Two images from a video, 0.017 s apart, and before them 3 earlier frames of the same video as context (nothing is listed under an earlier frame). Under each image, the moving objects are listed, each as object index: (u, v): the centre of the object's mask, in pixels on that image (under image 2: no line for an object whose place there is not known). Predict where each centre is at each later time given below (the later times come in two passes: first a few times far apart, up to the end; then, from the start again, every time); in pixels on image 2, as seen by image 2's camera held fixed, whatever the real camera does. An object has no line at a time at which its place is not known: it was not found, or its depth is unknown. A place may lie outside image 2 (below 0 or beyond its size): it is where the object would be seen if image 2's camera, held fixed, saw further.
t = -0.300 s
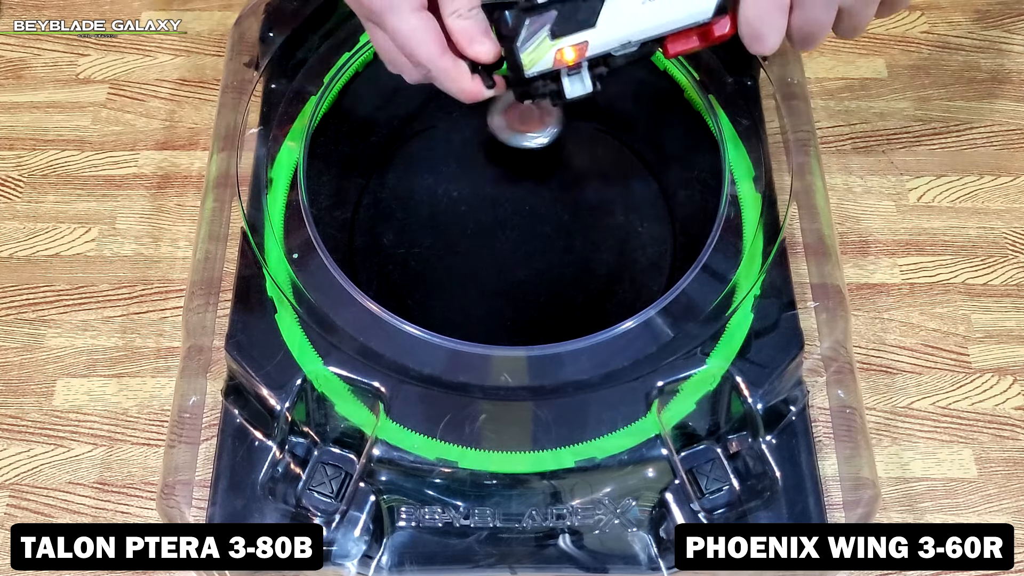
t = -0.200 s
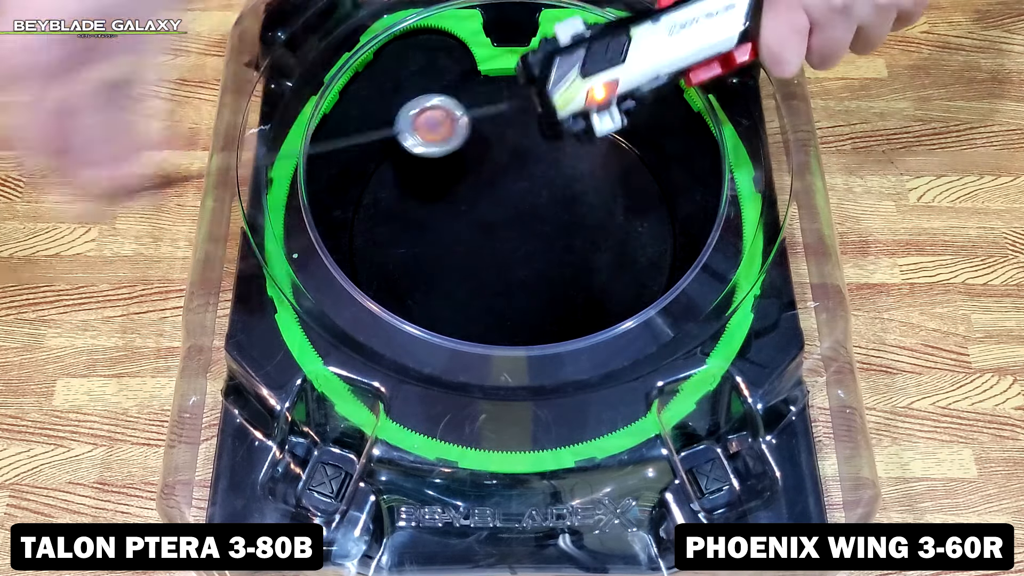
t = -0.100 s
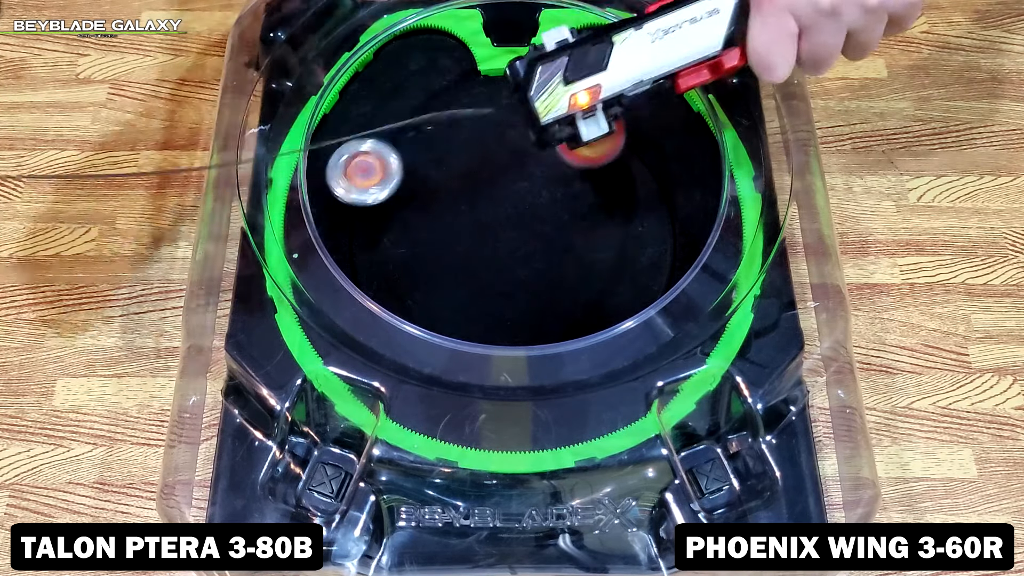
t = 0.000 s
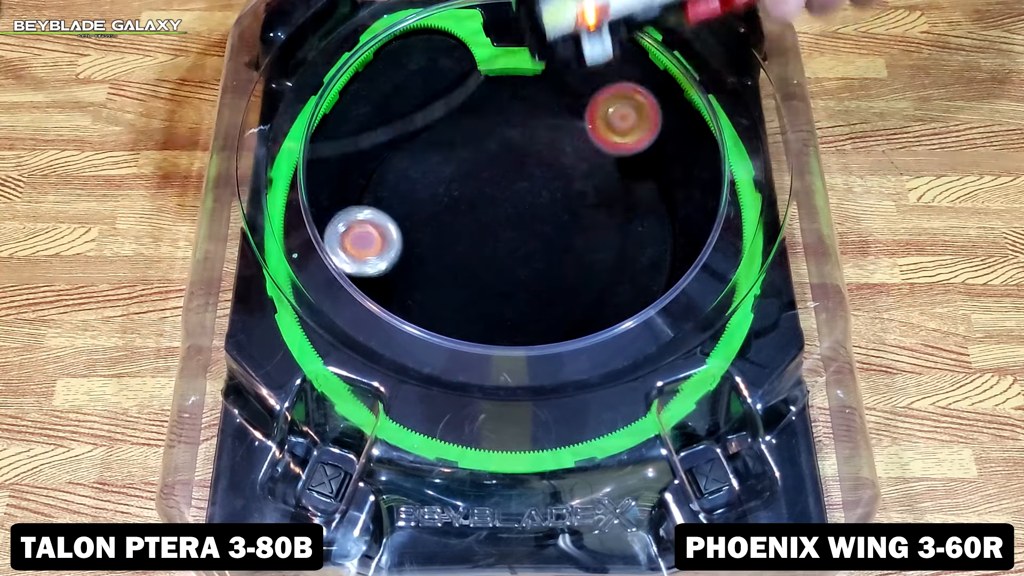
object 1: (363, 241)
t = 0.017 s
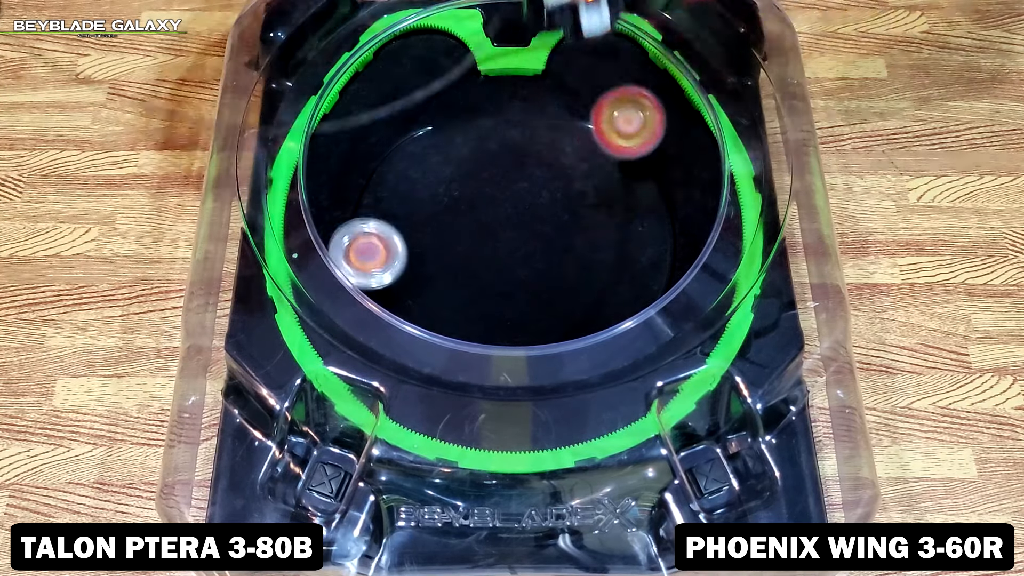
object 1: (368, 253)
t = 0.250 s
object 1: (542, 338)
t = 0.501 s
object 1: (662, 180)
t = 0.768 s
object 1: (495, 88)
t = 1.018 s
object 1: (369, 205)
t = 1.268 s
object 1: (551, 332)
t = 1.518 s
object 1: (545, 391)
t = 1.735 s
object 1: (527, 384)
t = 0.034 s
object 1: (374, 265)
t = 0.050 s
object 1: (381, 277)
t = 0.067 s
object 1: (389, 288)
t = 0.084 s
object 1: (399, 298)
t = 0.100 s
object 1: (410, 308)
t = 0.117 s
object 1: (422, 316)
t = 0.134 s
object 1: (434, 324)
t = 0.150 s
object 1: (448, 331)
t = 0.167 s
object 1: (463, 335)
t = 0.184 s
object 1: (479, 338)
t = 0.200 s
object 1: (494, 341)
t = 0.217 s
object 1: (510, 341)
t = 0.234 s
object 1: (526, 340)
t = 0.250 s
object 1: (542, 338)
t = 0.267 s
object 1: (558, 334)
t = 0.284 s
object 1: (573, 328)
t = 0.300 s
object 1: (588, 321)
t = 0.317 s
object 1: (601, 313)
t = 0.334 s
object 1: (613, 304)
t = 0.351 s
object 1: (625, 294)
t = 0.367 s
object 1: (635, 283)
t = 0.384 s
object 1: (644, 270)
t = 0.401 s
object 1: (651, 258)
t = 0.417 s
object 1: (658, 245)
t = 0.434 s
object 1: (662, 232)
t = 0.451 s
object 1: (664, 218)
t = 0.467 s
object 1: (665, 205)
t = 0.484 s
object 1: (664, 192)
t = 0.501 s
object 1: (662, 180)
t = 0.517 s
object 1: (659, 168)
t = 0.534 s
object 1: (655, 157)
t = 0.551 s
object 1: (650, 146)
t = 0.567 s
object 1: (642, 137)
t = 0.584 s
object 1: (633, 129)
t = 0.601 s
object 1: (623, 121)
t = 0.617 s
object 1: (613, 114)
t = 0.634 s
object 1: (601, 108)
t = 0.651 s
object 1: (589, 103)
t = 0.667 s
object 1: (576, 98)
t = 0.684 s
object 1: (563, 95)
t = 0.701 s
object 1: (550, 92)
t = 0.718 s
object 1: (536, 90)
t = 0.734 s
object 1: (522, 89)
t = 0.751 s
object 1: (509, 88)
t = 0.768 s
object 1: (495, 88)
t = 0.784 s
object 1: (483, 89)
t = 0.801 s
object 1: (470, 91)
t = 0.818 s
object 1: (458, 93)
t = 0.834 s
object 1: (446, 97)
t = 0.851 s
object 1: (435, 102)
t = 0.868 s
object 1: (424, 109)
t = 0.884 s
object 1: (413, 117)
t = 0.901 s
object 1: (403, 125)
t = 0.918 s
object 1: (394, 135)
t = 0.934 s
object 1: (387, 145)
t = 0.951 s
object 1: (381, 156)
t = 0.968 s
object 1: (376, 168)
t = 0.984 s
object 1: (372, 180)
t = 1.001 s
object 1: (370, 193)
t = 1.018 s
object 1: (369, 205)
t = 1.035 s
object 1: (371, 219)
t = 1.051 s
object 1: (374, 231)
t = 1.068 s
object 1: (379, 245)
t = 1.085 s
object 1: (386, 258)
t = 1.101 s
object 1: (394, 270)
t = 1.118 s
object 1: (405, 282)
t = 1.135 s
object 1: (418, 293)
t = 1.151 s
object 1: (432, 301)
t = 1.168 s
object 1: (447, 309)
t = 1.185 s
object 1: (463, 314)
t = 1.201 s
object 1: (480, 325)
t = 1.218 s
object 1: (497, 329)
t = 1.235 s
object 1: (515, 332)
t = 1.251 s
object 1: (533, 333)
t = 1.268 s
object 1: (551, 332)
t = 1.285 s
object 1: (569, 329)
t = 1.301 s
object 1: (586, 325)
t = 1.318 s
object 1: (602, 320)
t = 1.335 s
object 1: (609, 318)
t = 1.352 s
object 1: (605, 321)
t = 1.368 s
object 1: (599, 326)
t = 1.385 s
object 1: (593, 334)
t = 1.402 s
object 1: (585, 343)
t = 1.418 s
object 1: (578, 355)
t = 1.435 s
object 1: (570, 370)
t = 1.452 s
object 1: (563, 387)
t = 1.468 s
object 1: (558, 389)
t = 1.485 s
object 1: (554, 388)
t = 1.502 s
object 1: (549, 389)
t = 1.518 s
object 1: (545, 391)
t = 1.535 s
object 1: (540, 395)
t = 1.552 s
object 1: (535, 399)
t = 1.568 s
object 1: (534, 396)
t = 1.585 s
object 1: (533, 394)
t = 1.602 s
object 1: (531, 394)
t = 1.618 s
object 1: (530, 395)
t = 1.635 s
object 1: (530, 393)
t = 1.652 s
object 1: (529, 391)
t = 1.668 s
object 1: (529, 391)
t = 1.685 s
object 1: (528, 389)
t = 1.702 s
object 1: (528, 387)
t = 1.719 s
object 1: (528, 386)
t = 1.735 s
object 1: (527, 384)
